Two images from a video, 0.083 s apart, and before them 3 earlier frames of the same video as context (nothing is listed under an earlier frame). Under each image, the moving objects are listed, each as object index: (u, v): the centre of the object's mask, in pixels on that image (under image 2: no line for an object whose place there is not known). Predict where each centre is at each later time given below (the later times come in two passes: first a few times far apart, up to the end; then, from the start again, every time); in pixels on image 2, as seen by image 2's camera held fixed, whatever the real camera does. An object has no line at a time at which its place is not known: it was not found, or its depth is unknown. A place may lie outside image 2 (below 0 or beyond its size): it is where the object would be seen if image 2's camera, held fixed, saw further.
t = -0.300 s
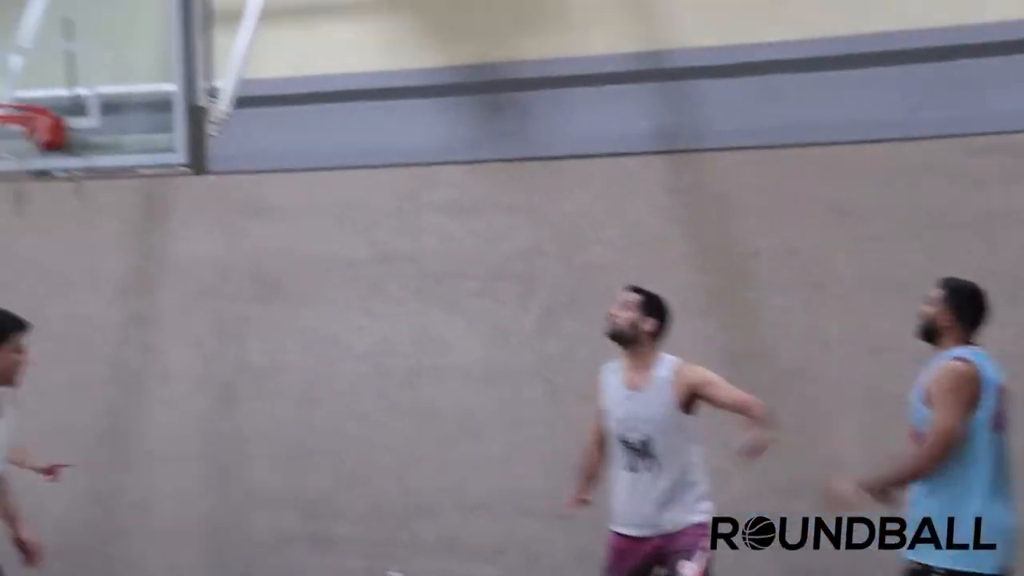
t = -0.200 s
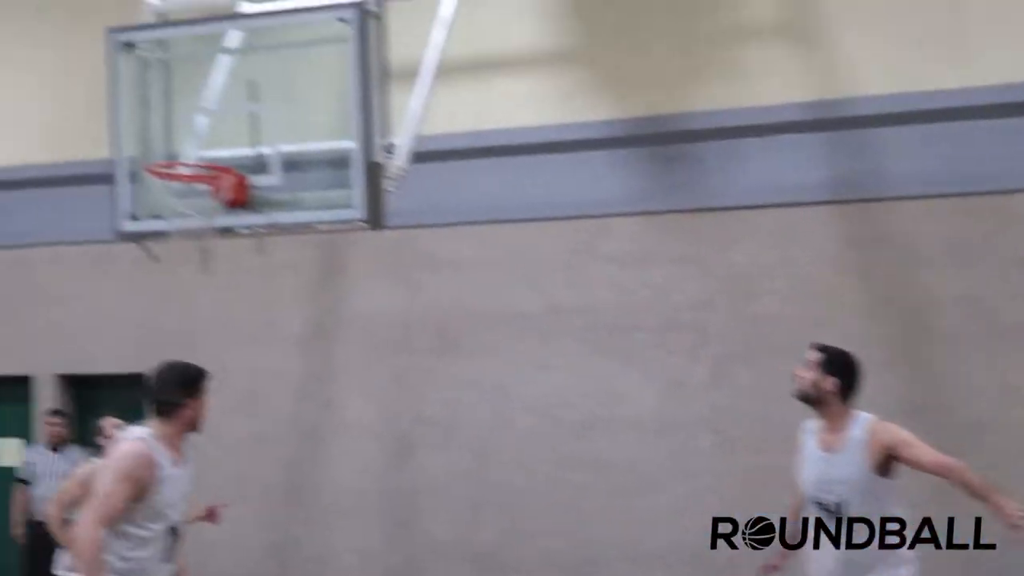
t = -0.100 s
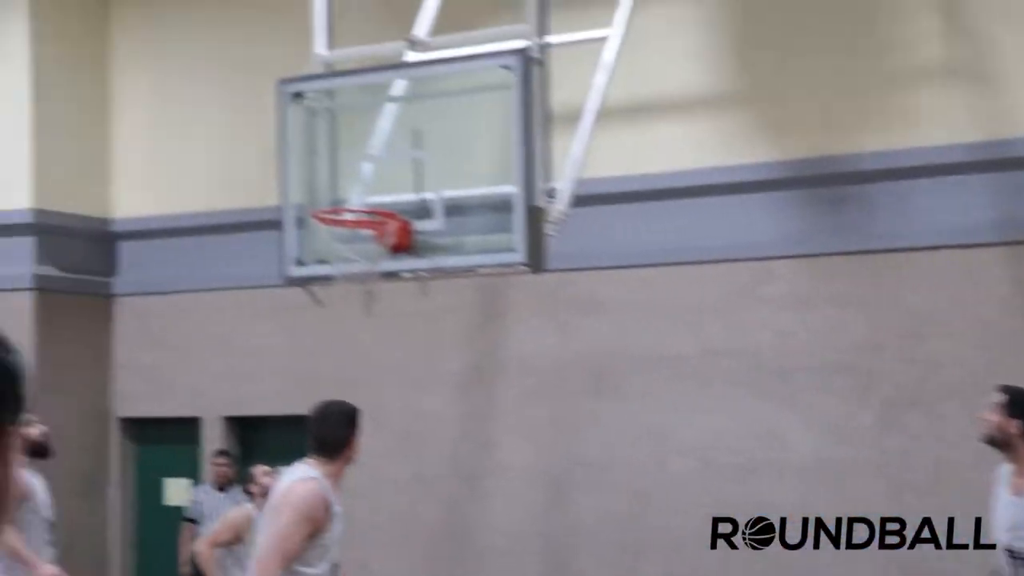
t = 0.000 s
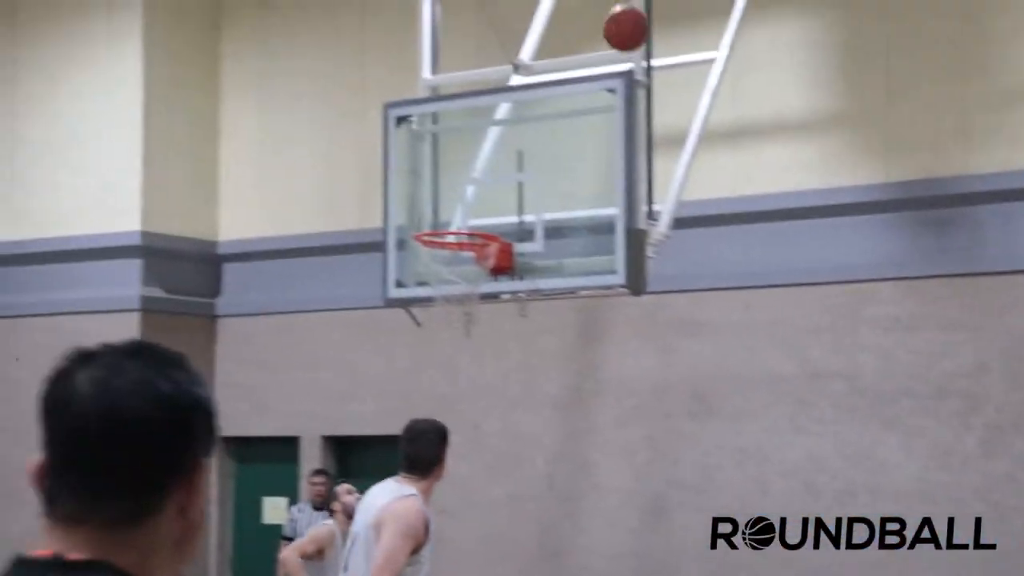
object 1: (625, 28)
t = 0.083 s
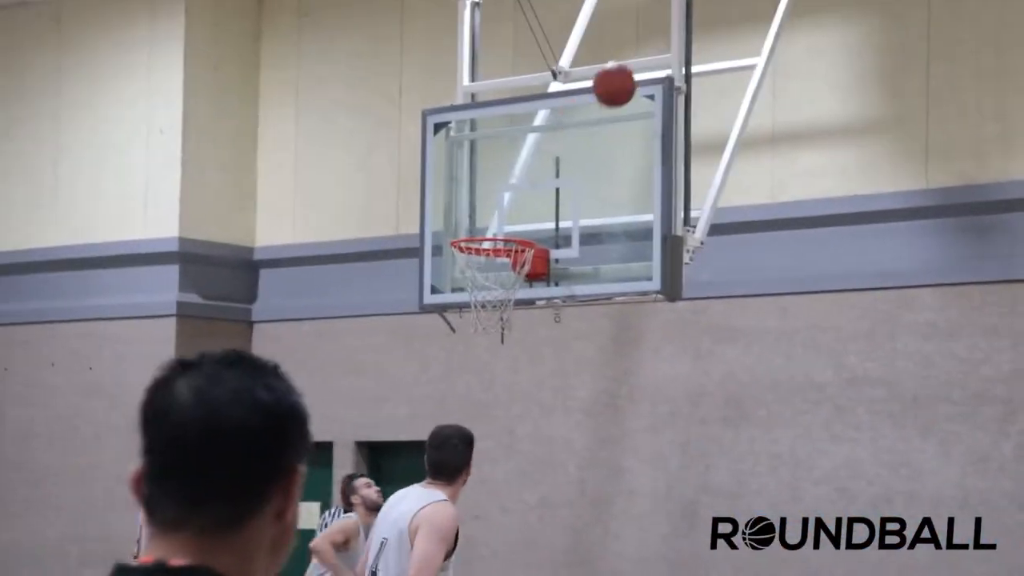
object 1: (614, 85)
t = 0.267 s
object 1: (509, 223)
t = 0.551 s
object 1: (471, 275)
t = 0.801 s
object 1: (499, 335)
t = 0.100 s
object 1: (604, 96)
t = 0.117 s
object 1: (594, 108)
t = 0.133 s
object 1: (584, 119)
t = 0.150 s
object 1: (574, 131)
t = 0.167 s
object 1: (565, 143)
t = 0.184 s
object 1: (555, 157)
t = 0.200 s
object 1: (546, 170)
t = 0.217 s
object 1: (537, 184)
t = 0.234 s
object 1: (527, 198)
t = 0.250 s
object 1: (518, 212)
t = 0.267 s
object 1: (509, 223)
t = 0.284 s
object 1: (499, 231)
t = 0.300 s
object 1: (492, 255)
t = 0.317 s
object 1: (485, 260)
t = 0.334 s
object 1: (477, 267)
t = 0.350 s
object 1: (470, 275)
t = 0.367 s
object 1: (464, 281)
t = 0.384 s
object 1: (461, 283)
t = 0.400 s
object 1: (460, 283)
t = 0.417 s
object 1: (460, 282)
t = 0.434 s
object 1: (461, 280)
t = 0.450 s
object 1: (462, 277)
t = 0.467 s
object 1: (463, 276)
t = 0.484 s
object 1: (465, 276)
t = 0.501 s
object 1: (466, 275)
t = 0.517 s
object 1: (467, 278)
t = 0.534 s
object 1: (469, 276)
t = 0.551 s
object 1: (471, 275)
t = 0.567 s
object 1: (474, 274)
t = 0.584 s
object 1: (477, 275)
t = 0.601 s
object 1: (478, 277)
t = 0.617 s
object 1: (480, 278)
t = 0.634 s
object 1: (482, 281)
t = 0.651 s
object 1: (484, 284)
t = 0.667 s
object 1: (486, 288)
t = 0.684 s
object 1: (488, 293)
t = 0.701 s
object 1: (490, 297)
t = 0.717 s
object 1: (491, 303)
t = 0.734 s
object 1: (493, 309)
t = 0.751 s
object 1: (495, 315)
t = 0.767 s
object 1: (497, 322)
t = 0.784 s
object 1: (498, 330)
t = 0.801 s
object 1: (499, 335)
